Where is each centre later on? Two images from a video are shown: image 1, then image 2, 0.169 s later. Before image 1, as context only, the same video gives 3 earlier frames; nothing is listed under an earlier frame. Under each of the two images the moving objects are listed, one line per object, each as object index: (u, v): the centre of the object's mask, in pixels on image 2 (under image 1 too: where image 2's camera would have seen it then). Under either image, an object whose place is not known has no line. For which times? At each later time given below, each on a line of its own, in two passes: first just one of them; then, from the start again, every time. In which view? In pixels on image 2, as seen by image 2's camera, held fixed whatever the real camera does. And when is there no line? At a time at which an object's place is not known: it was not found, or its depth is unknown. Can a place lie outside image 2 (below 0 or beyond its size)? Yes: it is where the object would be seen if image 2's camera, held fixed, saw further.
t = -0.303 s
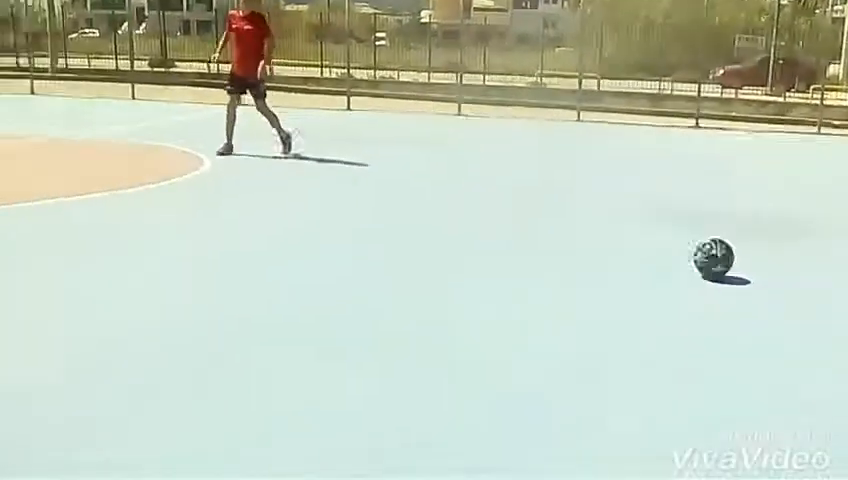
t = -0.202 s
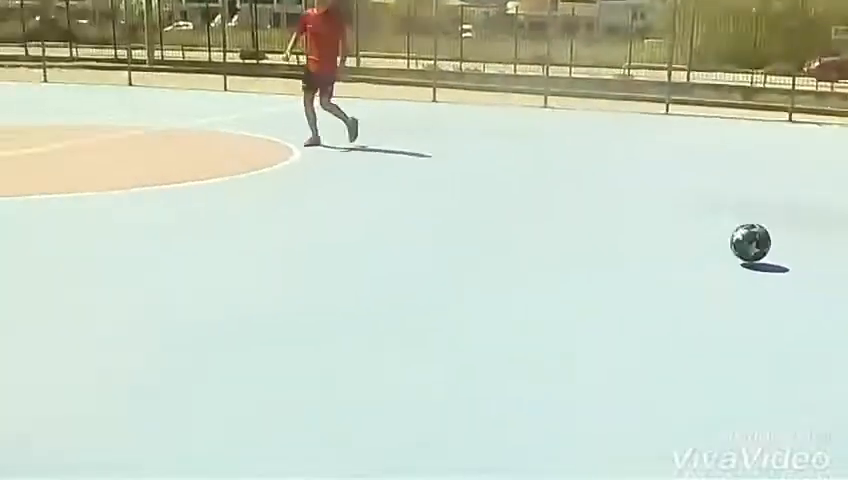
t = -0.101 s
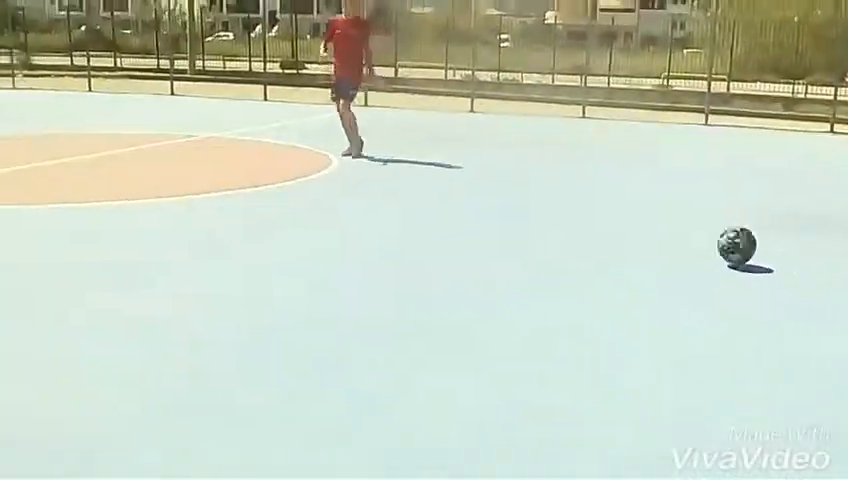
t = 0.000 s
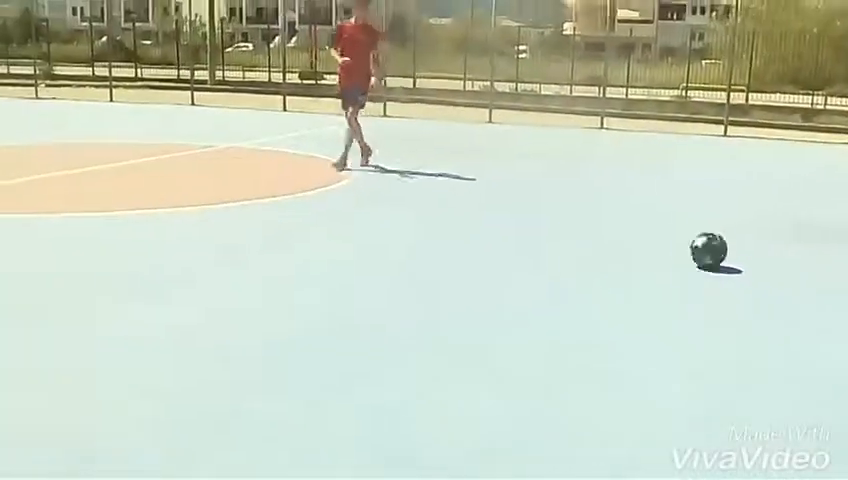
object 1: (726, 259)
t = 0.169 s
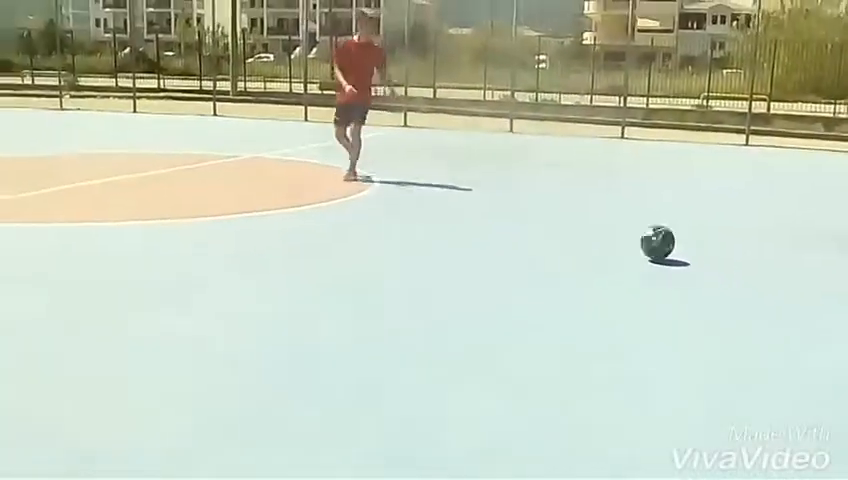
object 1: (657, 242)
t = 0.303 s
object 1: (602, 233)
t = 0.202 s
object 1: (643, 240)
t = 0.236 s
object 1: (629, 239)
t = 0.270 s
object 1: (616, 235)
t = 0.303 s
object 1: (602, 233)
